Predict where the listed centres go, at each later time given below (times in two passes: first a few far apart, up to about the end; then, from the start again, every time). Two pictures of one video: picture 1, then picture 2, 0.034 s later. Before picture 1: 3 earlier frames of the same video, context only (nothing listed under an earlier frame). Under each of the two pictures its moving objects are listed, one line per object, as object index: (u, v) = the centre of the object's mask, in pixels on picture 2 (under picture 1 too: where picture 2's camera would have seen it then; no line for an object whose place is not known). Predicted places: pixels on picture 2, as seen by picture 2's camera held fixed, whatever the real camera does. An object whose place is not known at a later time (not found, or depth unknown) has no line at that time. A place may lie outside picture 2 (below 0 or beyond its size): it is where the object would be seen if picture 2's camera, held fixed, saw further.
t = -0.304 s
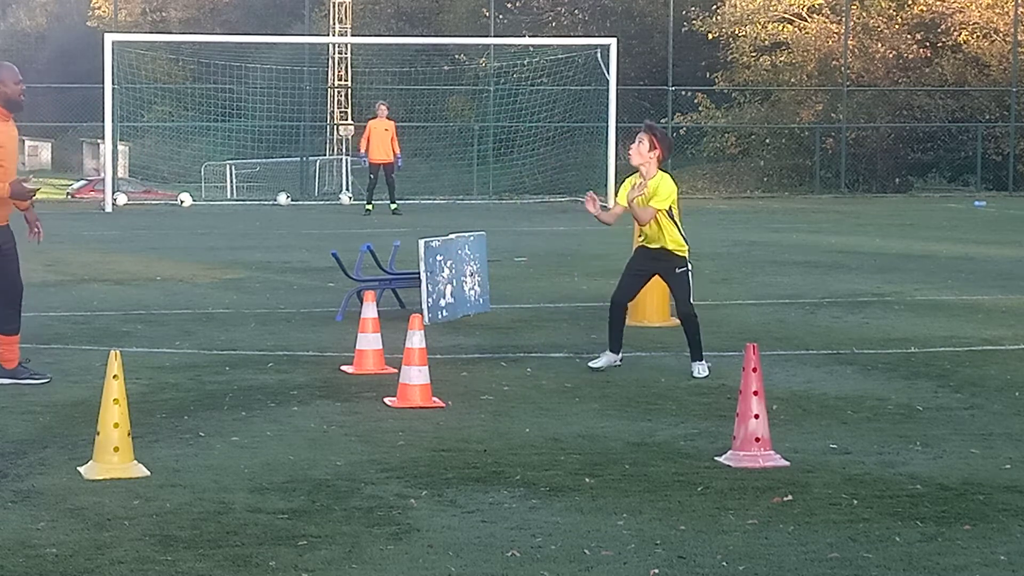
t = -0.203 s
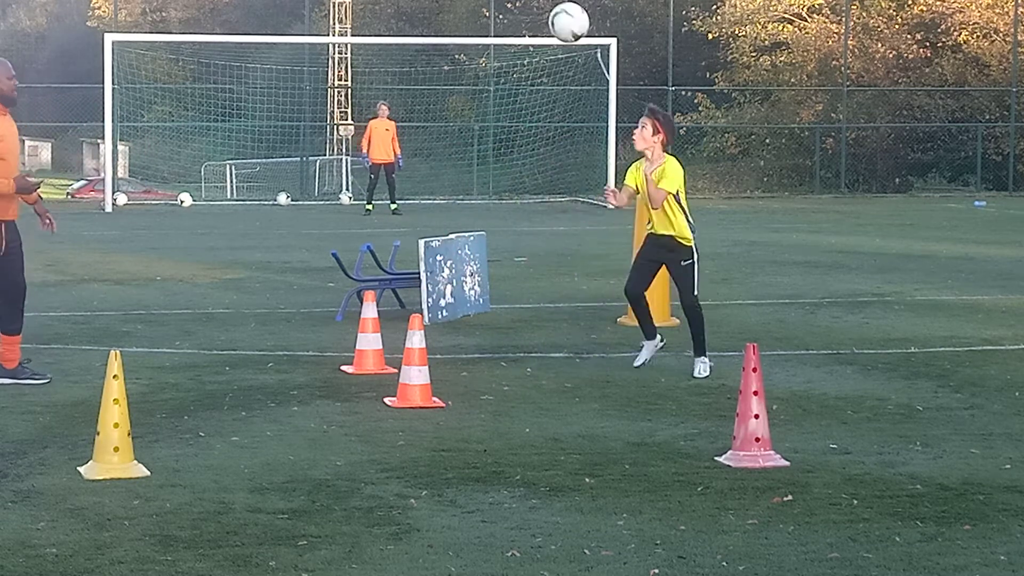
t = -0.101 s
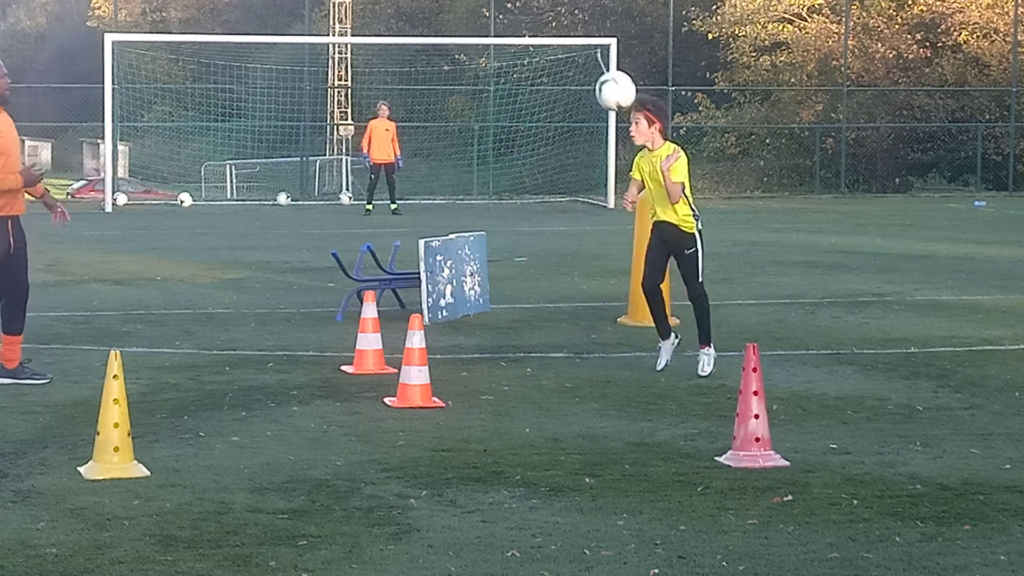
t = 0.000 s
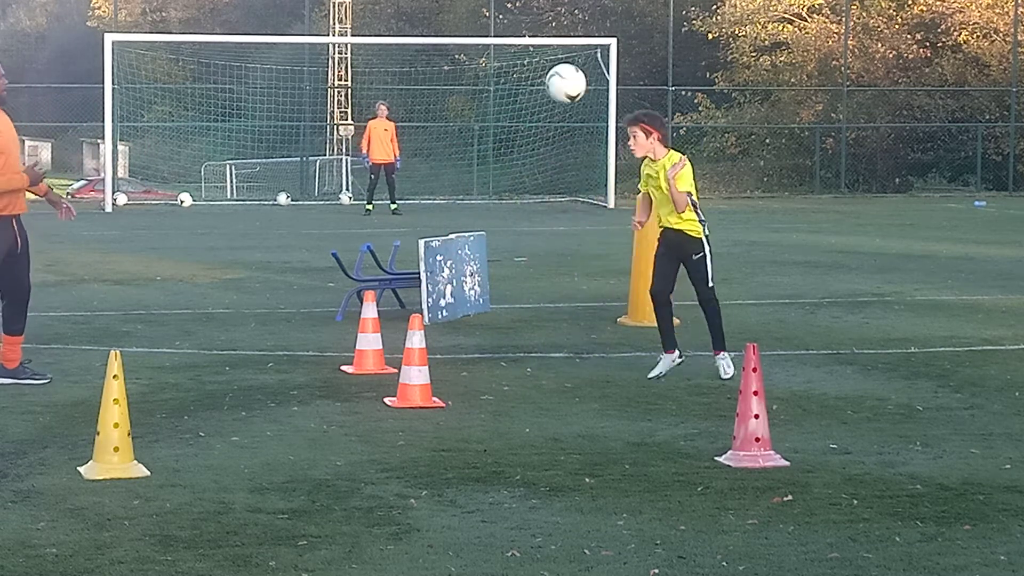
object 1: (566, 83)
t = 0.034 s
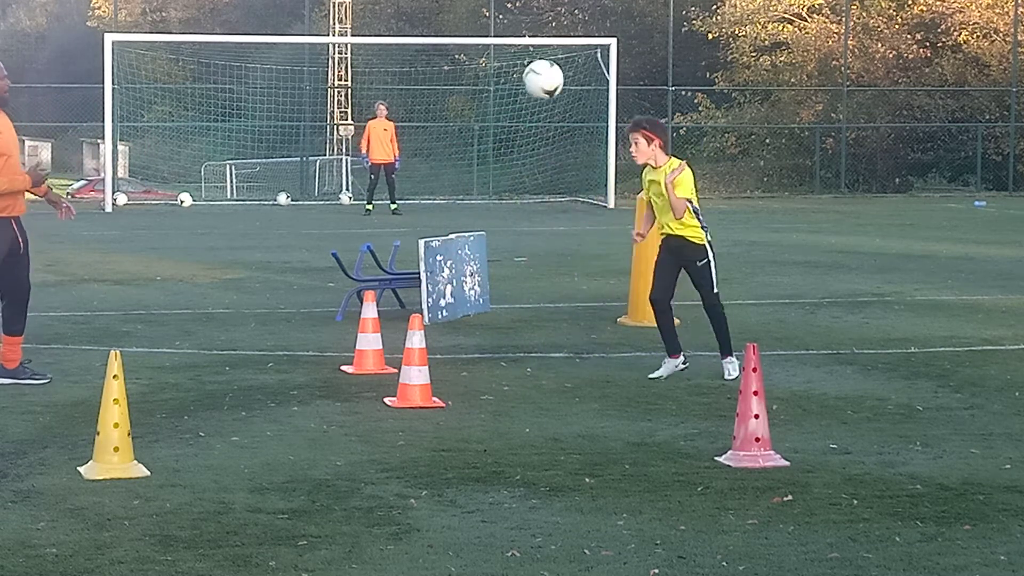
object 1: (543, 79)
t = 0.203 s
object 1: (428, 89)
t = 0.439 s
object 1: (264, 192)
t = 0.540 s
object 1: (193, 269)
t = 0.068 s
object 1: (520, 77)
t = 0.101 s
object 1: (498, 77)
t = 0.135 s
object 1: (475, 79)
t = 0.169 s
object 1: (451, 83)
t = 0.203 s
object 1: (428, 89)
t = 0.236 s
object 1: (405, 98)
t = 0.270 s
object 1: (381, 108)
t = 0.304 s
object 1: (358, 120)
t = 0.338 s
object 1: (335, 135)
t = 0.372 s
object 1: (311, 152)
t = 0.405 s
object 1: (287, 171)
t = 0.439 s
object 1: (264, 192)
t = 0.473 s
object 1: (240, 216)
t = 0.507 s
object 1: (217, 242)
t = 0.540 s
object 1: (193, 269)
